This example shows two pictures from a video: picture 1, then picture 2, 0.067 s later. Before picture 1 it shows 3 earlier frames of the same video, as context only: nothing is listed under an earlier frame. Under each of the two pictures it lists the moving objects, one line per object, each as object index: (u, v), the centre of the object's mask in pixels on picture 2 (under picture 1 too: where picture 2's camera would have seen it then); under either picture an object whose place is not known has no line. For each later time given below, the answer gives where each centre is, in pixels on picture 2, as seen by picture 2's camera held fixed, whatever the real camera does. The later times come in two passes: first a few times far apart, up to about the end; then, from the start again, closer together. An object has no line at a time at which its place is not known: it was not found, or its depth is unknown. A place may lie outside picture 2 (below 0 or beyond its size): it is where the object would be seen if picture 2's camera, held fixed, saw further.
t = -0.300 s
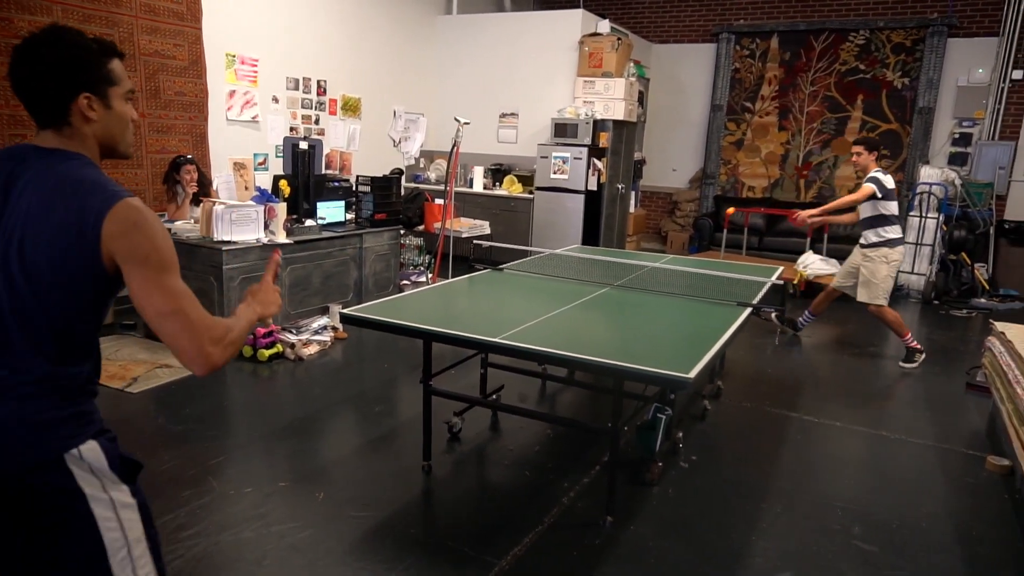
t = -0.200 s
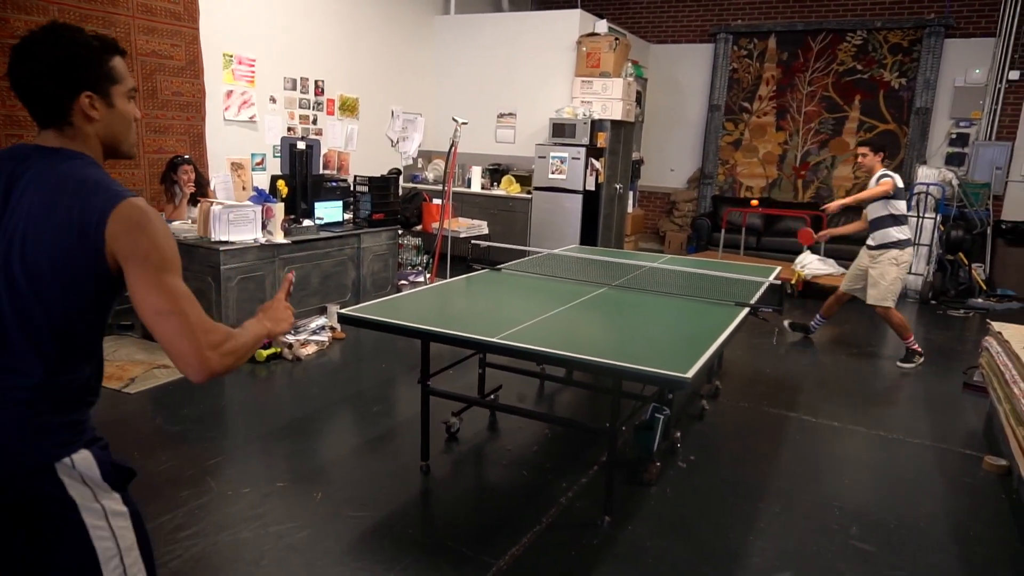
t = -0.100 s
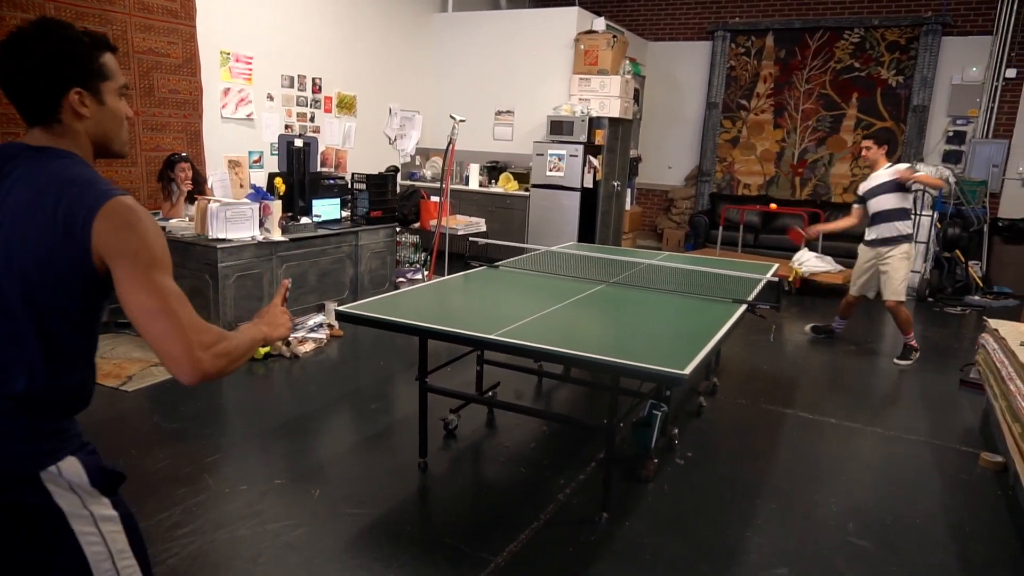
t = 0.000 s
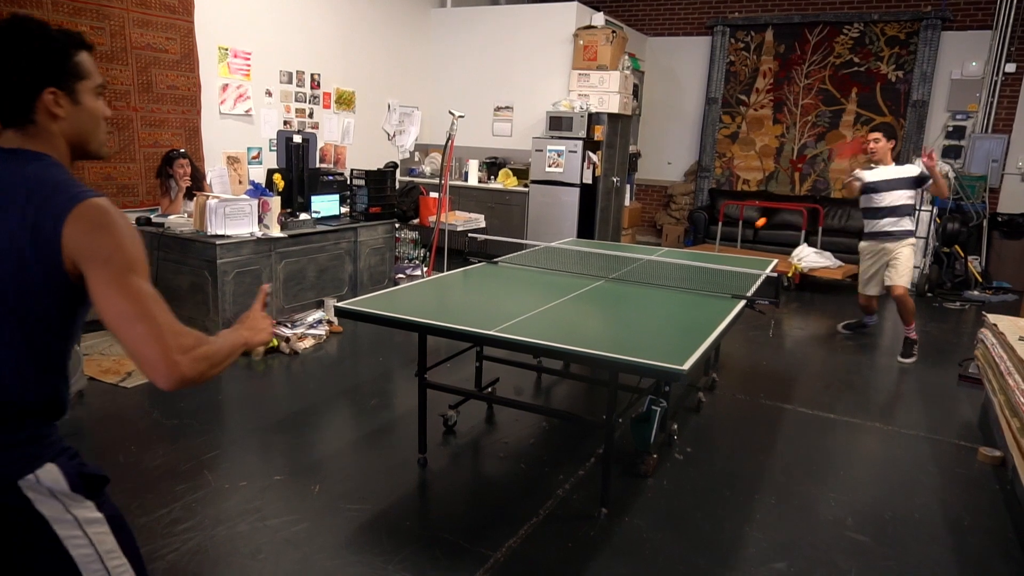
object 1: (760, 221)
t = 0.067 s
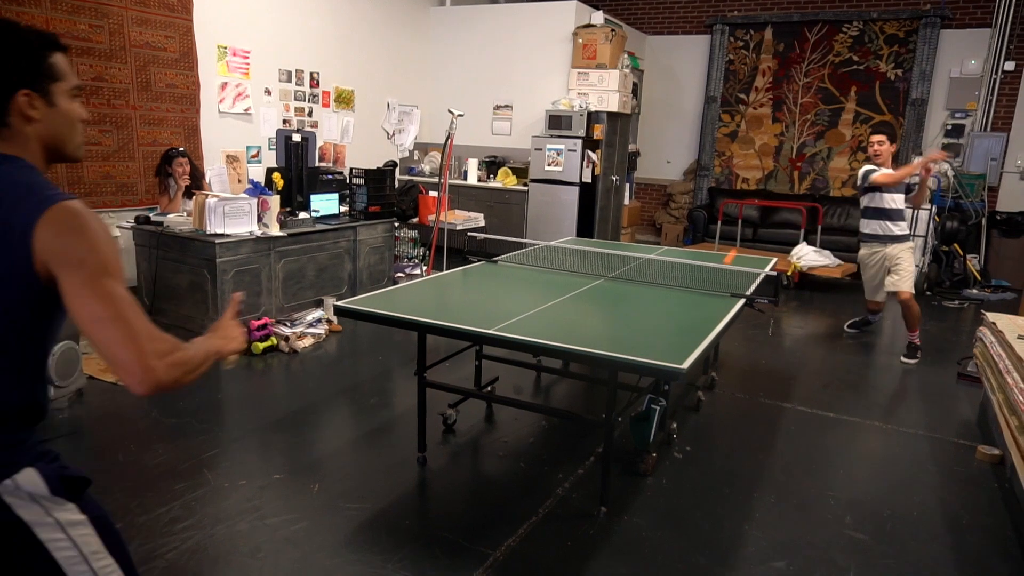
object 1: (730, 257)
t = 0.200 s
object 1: (722, 245)
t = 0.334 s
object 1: (718, 252)
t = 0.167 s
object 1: (723, 248)
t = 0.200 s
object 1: (722, 245)
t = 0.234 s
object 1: (722, 243)
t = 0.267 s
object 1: (721, 244)
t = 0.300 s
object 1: (720, 247)
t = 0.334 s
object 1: (718, 252)
